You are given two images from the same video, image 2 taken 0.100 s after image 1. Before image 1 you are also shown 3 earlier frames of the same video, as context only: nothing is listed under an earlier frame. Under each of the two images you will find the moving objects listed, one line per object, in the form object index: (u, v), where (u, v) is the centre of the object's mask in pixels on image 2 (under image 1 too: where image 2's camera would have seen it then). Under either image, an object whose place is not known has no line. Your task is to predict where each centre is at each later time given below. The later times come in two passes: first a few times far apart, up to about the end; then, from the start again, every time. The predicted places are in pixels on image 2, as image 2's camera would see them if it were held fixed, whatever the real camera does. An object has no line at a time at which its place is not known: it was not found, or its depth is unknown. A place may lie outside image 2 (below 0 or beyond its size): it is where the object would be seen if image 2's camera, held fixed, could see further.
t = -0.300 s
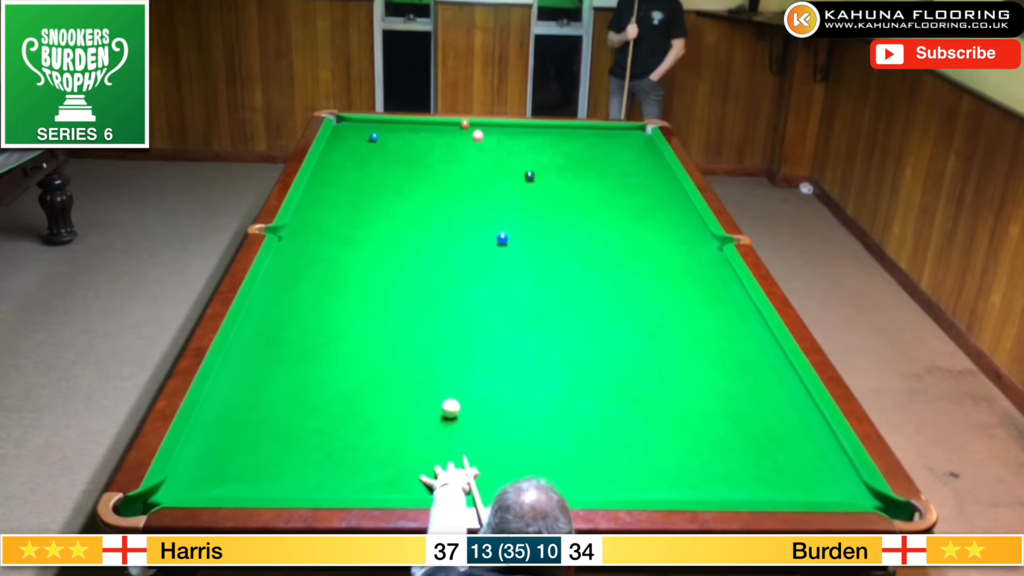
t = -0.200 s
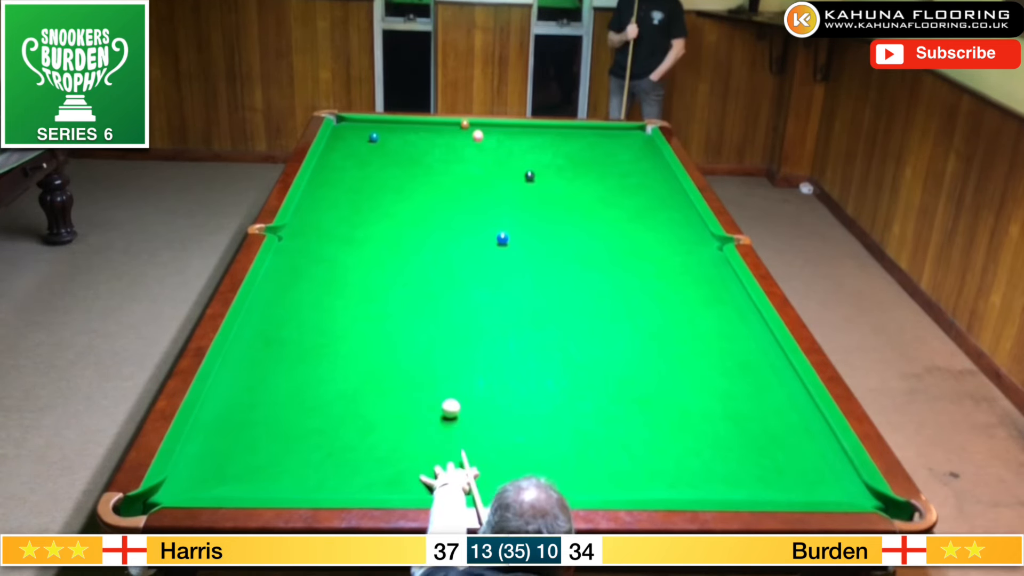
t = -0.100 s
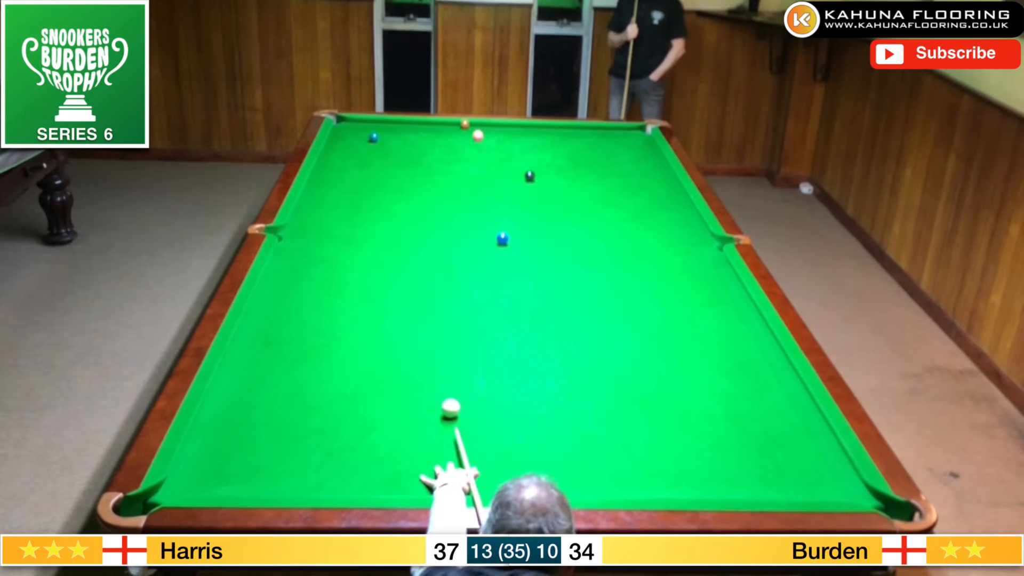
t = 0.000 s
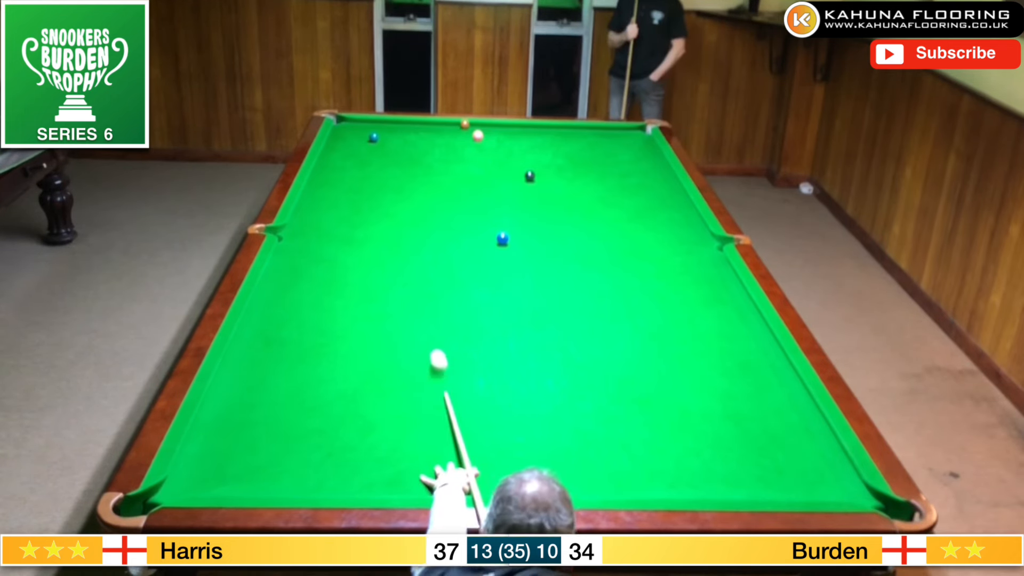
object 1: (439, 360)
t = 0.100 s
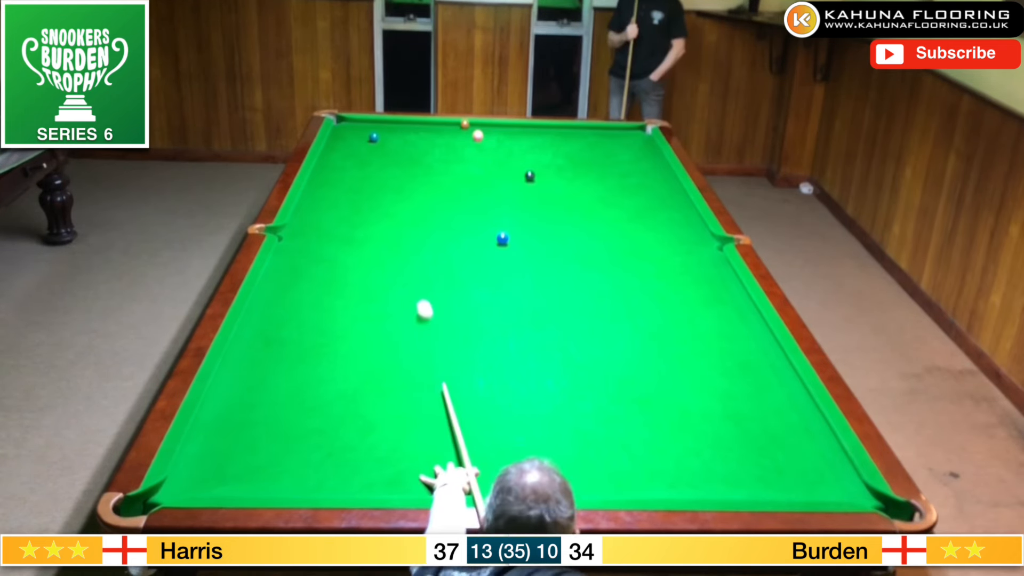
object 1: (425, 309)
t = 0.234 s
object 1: (411, 259)
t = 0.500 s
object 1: (392, 193)
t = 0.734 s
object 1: (382, 157)
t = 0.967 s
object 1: (387, 138)
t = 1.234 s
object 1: (407, 128)
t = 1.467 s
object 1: (420, 123)
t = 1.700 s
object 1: (429, 129)
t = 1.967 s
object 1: (440, 135)
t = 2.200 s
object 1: (449, 141)
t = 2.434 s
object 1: (461, 143)
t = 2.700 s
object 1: (473, 148)
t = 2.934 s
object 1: (483, 152)
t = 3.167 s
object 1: (493, 154)
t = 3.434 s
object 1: (502, 157)
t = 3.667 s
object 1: (510, 160)
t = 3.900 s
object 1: (517, 162)
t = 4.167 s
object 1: (524, 163)
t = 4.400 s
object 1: (528, 164)
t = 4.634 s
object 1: (533, 165)
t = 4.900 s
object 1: (536, 167)
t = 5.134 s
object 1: (538, 167)
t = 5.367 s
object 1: (539, 168)
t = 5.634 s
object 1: (539, 168)
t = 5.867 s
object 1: (539, 168)
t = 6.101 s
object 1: (539, 168)
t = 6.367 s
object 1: (539, 168)
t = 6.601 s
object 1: (539, 168)
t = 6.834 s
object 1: (539, 168)
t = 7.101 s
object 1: (539, 168)
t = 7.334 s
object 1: (539, 168)
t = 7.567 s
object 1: (539, 168)
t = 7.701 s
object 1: (539, 168)
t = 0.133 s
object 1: (421, 295)
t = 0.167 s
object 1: (417, 282)
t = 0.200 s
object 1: (414, 270)
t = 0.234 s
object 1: (411, 259)
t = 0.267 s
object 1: (408, 249)
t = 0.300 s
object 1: (405, 239)
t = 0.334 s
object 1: (403, 230)
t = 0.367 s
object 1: (400, 222)
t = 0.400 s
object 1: (398, 214)
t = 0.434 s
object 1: (396, 207)
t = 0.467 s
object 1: (394, 200)
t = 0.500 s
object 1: (392, 193)
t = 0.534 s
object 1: (391, 187)
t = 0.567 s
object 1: (389, 182)
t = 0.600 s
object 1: (388, 177)
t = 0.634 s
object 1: (386, 171)
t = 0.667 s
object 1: (385, 167)
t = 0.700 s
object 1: (384, 162)
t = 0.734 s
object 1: (382, 157)
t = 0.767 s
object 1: (381, 153)
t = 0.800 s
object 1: (380, 148)
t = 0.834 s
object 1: (379, 144)
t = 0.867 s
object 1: (378, 140)
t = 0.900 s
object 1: (381, 139)
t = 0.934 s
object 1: (384, 138)
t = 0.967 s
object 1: (387, 138)
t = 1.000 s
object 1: (390, 137)
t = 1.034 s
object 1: (393, 136)
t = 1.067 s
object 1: (396, 135)
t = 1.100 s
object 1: (398, 133)
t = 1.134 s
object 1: (400, 132)
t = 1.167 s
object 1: (403, 131)
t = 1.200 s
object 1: (405, 130)
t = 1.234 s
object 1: (407, 128)
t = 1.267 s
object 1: (409, 127)
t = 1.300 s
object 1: (411, 126)
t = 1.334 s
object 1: (413, 125)
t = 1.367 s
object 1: (415, 124)
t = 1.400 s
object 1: (417, 122)
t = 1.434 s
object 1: (419, 122)
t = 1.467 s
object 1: (420, 123)
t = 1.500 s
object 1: (421, 124)
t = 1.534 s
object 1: (423, 125)
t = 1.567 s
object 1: (424, 126)
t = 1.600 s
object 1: (426, 127)
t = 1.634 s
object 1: (427, 127)
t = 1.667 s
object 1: (428, 128)
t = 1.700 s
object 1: (429, 129)
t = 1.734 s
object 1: (431, 130)
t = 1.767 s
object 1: (432, 131)
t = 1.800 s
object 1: (433, 131)
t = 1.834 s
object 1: (435, 132)
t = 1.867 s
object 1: (436, 133)
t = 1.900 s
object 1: (437, 134)
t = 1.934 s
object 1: (439, 135)
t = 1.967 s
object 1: (440, 135)
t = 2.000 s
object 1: (441, 136)
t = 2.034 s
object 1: (442, 137)
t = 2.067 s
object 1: (444, 138)
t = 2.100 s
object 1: (445, 138)
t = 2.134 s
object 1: (446, 139)
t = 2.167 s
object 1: (448, 140)
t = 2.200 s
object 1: (449, 141)
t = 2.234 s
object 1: (451, 141)
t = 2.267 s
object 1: (453, 141)
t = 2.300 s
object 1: (455, 142)
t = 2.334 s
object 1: (456, 142)
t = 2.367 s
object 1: (458, 142)
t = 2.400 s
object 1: (459, 143)
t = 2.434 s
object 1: (461, 143)
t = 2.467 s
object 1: (462, 144)
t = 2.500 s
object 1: (463, 145)
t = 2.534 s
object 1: (465, 145)
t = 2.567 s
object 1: (467, 146)
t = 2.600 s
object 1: (469, 147)
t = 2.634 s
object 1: (470, 148)
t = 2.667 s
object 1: (472, 148)
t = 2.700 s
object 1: (473, 148)
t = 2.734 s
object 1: (475, 149)
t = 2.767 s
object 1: (476, 149)
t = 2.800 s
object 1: (478, 150)
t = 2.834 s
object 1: (479, 150)
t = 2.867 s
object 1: (481, 151)
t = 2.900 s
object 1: (482, 151)
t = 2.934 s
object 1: (483, 152)
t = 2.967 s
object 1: (485, 152)
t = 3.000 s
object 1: (486, 152)
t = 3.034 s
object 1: (487, 153)
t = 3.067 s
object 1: (489, 153)
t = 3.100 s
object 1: (490, 154)
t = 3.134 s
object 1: (491, 154)
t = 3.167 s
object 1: (493, 154)
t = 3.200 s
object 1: (494, 155)
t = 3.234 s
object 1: (495, 155)
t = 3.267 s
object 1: (497, 156)
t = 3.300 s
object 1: (498, 156)
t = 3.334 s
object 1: (499, 156)
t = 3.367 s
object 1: (500, 157)
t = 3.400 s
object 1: (501, 157)
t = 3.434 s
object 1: (502, 157)
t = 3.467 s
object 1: (503, 158)
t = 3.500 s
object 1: (505, 158)
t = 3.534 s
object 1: (506, 158)
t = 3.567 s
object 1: (507, 159)
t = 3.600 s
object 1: (508, 159)
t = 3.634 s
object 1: (509, 159)
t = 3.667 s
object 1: (510, 160)
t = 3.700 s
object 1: (511, 160)
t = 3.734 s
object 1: (512, 160)
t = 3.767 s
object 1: (513, 161)
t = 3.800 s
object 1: (514, 161)
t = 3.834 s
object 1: (515, 161)
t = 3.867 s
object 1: (516, 161)
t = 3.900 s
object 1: (517, 162)
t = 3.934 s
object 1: (518, 162)
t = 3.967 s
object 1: (519, 162)
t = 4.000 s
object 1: (519, 162)
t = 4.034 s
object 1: (520, 163)
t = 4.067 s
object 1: (521, 163)
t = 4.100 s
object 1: (522, 163)
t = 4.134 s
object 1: (523, 163)
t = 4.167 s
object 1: (524, 163)
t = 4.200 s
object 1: (524, 164)
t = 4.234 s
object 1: (525, 164)
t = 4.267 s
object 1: (526, 164)
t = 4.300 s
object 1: (526, 164)
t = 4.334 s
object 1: (527, 164)
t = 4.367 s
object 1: (528, 164)
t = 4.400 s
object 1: (528, 164)
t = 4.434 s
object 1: (529, 165)
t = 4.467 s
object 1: (530, 165)
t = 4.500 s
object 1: (530, 165)
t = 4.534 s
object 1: (531, 165)
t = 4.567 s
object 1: (532, 165)
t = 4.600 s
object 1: (532, 165)
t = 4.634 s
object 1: (533, 165)
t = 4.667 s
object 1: (533, 166)
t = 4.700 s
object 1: (533, 166)
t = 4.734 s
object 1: (534, 166)
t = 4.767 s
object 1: (534, 166)
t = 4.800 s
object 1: (535, 166)
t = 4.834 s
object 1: (535, 166)
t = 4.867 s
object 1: (536, 166)
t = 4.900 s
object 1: (536, 167)
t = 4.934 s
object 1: (536, 167)
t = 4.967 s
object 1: (537, 167)
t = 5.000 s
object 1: (537, 167)
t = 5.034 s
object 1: (537, 167)
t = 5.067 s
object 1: (538, 167)
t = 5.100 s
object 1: (538, 167)
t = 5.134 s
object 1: (538, 167)
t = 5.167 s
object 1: (538, 167)
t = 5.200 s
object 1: (538, 167)
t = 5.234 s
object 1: (538, 167)
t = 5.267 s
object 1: (538, 167)
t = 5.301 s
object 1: (539, 168)
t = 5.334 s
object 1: (539, 168)
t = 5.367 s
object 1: (539, 168)
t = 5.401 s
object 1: (539, 168)
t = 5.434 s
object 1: (539, 168)
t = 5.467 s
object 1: (539, 168)
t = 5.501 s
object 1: (539, 168)
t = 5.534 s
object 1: (539, 168)
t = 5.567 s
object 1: (539, 168)
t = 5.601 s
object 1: (539, 168)
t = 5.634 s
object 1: (539, 168)
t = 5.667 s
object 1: (539, 168)
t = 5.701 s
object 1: (539, 168)
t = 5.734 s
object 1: (539, 168)
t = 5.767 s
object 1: (539, 168)
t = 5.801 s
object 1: (539, 168)
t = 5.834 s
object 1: (539, 168)
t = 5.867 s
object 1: (539, 168)
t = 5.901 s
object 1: (539, 168)
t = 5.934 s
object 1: (539, 168)
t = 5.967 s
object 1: (539, 168)
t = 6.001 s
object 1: (539, 168)
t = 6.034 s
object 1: (539, 168)
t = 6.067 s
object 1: (539, 168)
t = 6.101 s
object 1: (539, 168)
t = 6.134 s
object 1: (539, 168)
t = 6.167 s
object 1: (539, 168)
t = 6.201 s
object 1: (539, 168)
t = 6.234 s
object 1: (539, 168)
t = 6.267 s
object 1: (539, 168)
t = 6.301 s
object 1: (539, 168)
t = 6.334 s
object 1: (539, 168)
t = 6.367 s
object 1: (539, 168)
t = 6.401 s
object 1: (539, 168)
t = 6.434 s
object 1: (539, 168)
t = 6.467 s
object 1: (539, 168)
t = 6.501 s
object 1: (539, 168)
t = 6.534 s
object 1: (539, 168)
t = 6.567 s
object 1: (539, 168)
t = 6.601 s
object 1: (539, 168)
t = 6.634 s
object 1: (539, 168)
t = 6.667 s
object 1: (539, 168)
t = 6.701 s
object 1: (539, 168)
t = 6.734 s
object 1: (539, 168)
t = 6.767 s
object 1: (539, 168)
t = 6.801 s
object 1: (539, 168)
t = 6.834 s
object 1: (539, 168)
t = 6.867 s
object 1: (539, 168)
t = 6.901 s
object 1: (539, 168)
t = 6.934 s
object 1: (539, 168)
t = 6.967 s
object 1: (539, 168)
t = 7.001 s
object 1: (539, 168)
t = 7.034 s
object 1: (539, 168)
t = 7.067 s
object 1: (539, 168)
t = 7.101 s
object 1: (539, 168)
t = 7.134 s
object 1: (539, 168)
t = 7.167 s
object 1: (539, 168)
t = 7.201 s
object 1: (539, 168)
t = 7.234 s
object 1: (539, 168)
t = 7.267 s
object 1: (539, 168)
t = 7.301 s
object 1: (539, 168)
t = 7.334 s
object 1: (539, 168)
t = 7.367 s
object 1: (539, 167)
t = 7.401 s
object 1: (539, 167)
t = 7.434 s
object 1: (539, 167)
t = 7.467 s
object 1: (539, 167)
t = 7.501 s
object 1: (539, 167)
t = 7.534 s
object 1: (539, 168)
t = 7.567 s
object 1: (539, 168)
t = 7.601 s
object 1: (539, 168)
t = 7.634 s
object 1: (539, 168)
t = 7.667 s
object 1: (539, 168)
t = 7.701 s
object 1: (539, 168)
